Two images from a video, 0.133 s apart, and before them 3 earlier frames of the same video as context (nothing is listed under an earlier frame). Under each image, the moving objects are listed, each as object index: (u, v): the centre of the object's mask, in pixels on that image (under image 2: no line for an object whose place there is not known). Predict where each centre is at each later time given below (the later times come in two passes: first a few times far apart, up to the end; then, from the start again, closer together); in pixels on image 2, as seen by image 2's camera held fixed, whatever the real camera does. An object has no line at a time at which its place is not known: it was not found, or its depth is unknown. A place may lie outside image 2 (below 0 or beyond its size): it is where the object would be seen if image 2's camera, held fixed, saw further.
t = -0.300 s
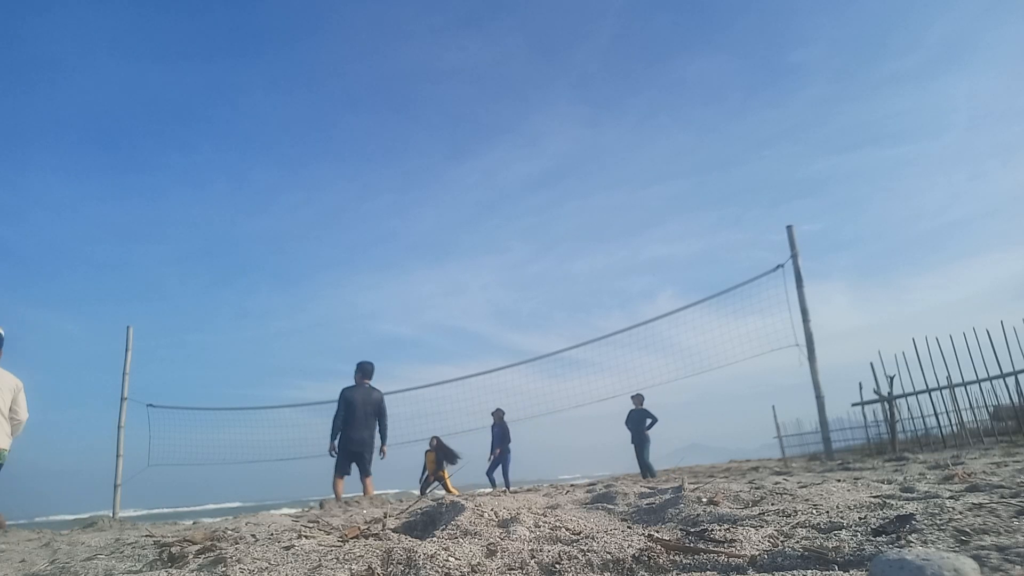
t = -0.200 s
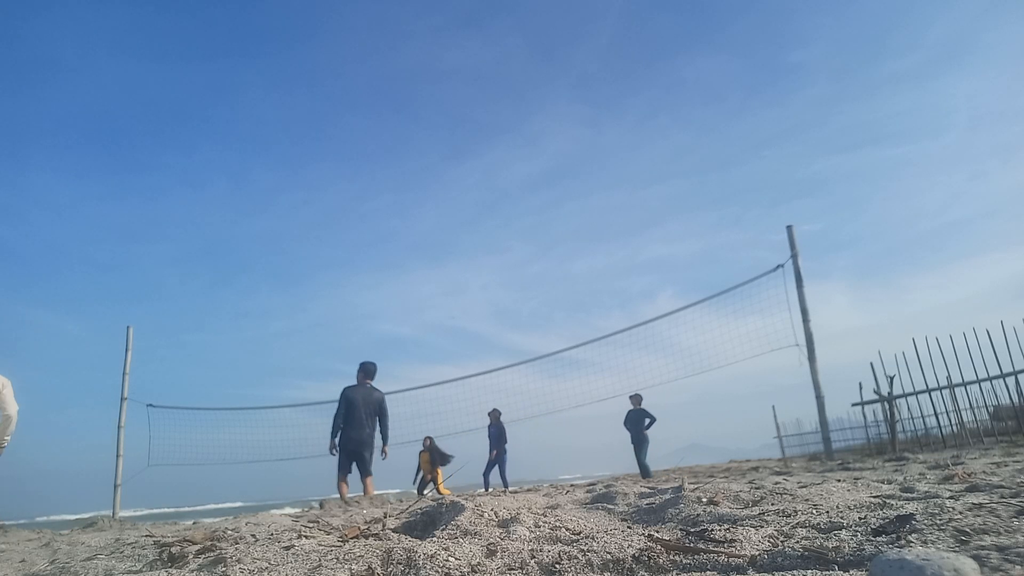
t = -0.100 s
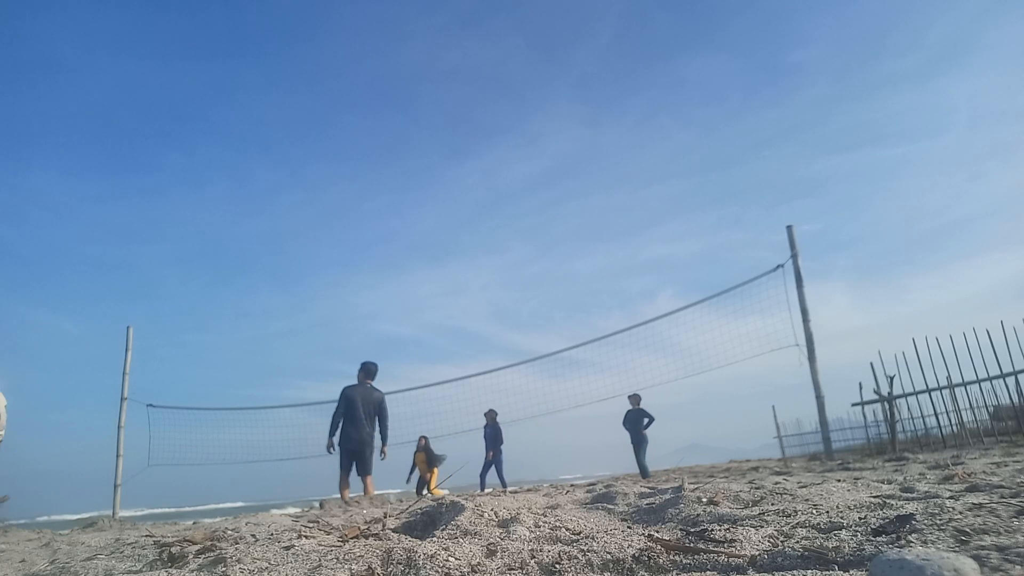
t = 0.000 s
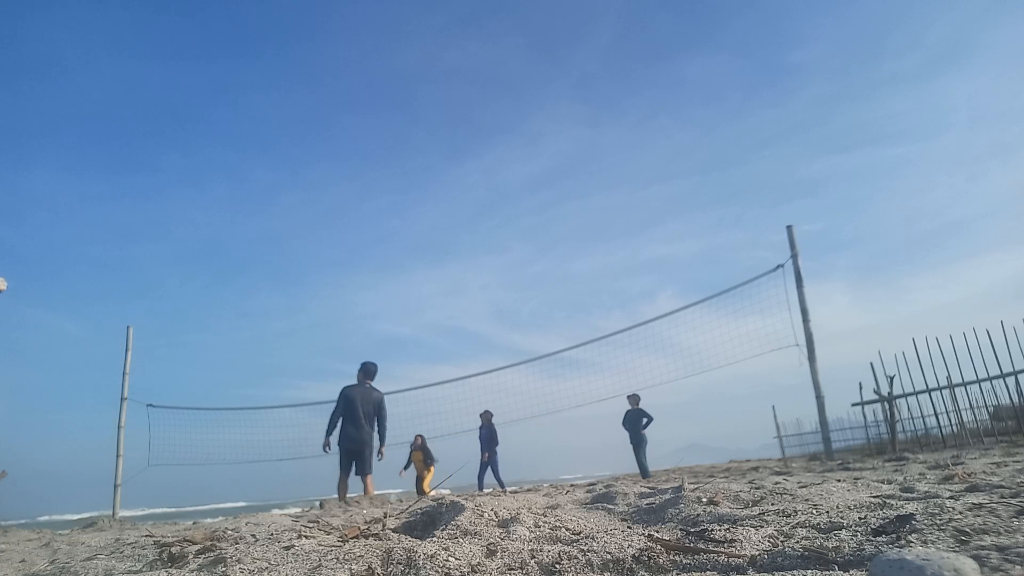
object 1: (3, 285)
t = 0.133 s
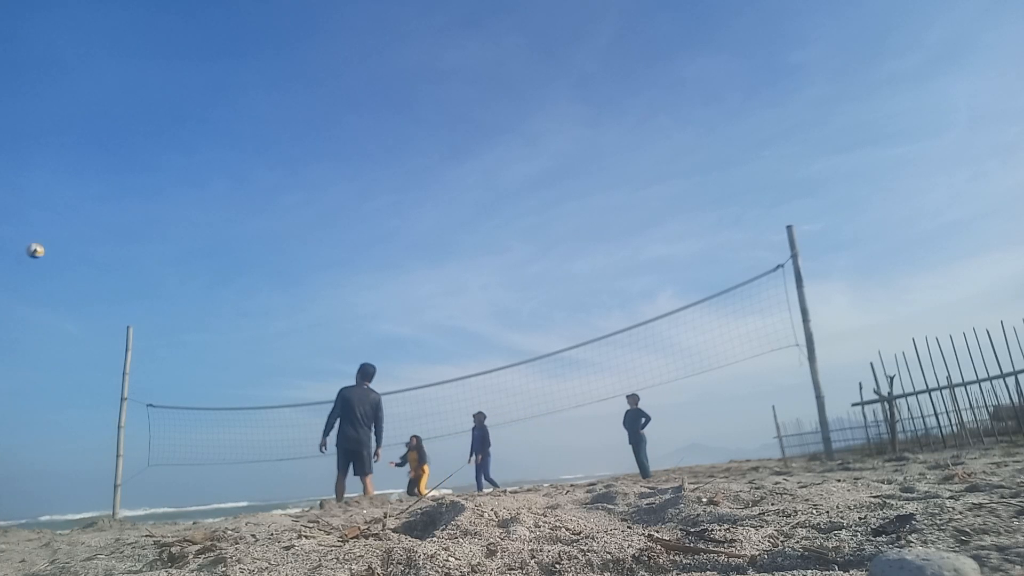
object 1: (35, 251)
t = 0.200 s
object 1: (52, 240)
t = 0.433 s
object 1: (100, 227)
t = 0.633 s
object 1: (131, 241)
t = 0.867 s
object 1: (160, 280)
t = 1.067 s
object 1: (181, 328)
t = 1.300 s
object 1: (201, 400)
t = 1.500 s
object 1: (215, 475)
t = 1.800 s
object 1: (234, 507)
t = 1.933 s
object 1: (240, 493)
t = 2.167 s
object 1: (250, 486)
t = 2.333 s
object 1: (257, 496)
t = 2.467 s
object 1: (260, 511)
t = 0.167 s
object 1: (44, 245)
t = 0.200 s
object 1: (52, 240)
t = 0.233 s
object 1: (59, 236)
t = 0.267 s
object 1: (67, 232)
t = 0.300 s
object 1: (74, 230)
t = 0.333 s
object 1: (81, 228)
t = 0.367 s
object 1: (87, 227)
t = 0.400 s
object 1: (94, 227)
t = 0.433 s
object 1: (100, 227)
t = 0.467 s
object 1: (106, 228)
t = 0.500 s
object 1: (111, 230)
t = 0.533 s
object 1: (116, 232)
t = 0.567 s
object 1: (121, 234)
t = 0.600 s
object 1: (126, 237)
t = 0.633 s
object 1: (131, 241)
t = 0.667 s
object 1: (135, 245)
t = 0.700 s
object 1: (140, 250)
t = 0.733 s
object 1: (144, 255)
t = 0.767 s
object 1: (148, 260)
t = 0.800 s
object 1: (152, 267)
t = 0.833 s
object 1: (156, 273)
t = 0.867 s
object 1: (160, 280)
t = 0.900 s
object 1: (164, 286)
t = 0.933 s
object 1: (167, 294)
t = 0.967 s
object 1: (171, 302)
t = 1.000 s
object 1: (174, 310)
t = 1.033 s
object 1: (178, 319)
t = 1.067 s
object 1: (181, 328)
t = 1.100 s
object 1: (184, 337)
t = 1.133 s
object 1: (186, 347)
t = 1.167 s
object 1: (190, 357)
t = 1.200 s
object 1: (192, 367)
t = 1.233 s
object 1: (195, 378)
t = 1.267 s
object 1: (198, 389)
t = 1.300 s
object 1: (201, 400)
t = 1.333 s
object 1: (203, 413)
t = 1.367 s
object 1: (206, 424)
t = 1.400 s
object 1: (208, 437)
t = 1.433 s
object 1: (210, 449)
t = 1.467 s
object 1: (213, 462)
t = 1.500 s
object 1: (215, 475)
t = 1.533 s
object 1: (217, 489)
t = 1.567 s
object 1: (219, 502)
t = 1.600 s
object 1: (222, 516)
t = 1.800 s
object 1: (234, 507)
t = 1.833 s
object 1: (235, 503)
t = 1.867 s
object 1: (237, 499)
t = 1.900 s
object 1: (238, 496)
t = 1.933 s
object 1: (240, 493)
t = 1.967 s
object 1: (242, 490)
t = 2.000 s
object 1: (243, 489)
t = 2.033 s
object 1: (245, 487)
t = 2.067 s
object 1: (246, 486)
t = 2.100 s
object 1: (248, 486)
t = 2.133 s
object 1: (249, 486)
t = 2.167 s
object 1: (250, 486)
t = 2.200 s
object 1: (252, 488)
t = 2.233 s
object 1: (253, 489)
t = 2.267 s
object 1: (255, 491)
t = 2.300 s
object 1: (256, 493)
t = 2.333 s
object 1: (257, 496)
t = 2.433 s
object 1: (261, 507)
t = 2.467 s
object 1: (260, 511)
